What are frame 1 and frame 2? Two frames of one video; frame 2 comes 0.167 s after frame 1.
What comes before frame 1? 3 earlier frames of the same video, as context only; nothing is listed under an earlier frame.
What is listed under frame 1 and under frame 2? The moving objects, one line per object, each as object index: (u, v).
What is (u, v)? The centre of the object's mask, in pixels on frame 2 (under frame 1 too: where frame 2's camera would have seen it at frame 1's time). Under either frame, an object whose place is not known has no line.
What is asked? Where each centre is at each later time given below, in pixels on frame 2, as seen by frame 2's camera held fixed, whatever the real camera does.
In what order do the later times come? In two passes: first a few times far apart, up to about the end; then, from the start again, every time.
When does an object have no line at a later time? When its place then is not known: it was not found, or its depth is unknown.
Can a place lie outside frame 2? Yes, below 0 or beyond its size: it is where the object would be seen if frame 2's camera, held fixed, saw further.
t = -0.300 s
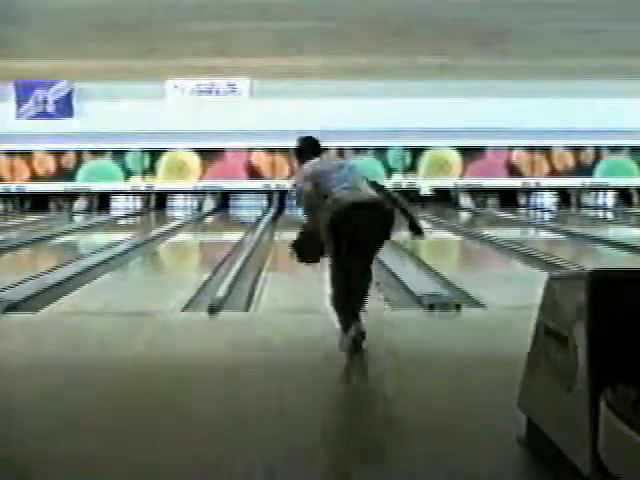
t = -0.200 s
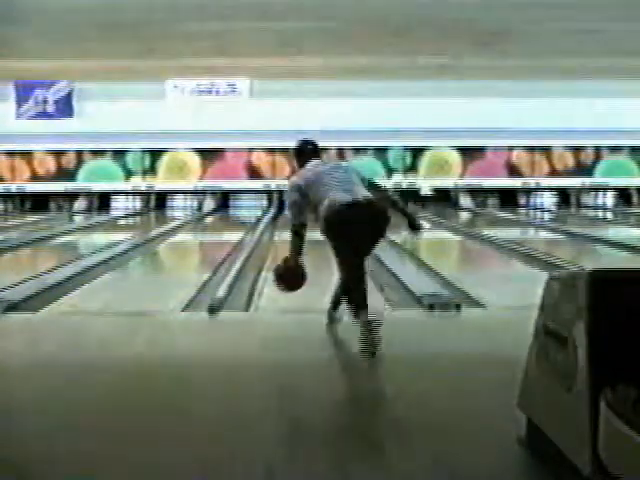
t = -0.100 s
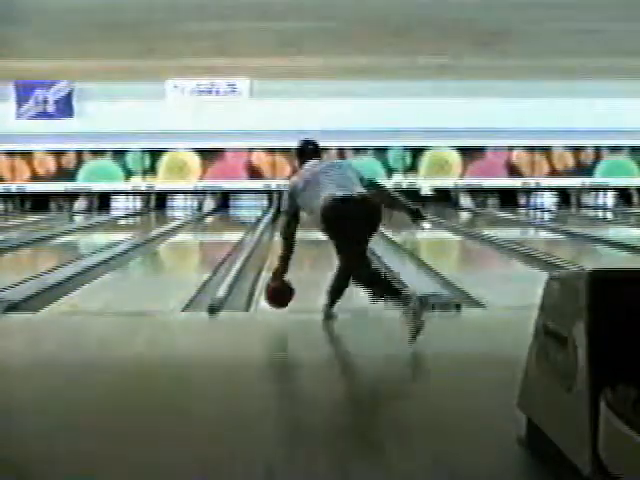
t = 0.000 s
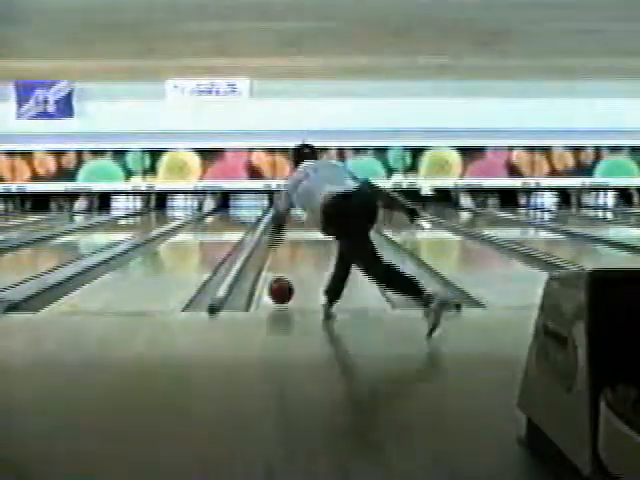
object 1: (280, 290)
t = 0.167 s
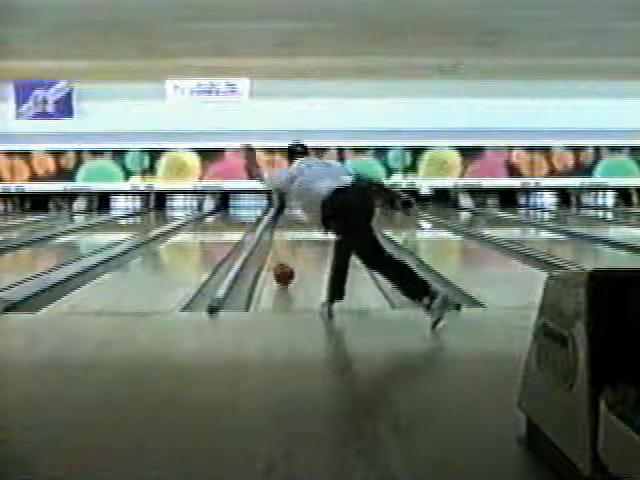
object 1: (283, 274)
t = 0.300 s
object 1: (285, 265)
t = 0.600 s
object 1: (289, 246)
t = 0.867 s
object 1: (294, 240)
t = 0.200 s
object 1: (283, 271)
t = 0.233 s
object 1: (284, 268)
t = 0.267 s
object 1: (285, 265)
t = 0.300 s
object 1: (285, 265)
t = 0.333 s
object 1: (287, 258)
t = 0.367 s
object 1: (287, 257)
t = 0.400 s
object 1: (287, 256)
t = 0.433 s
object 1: (287, 254)
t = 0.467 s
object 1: (288, 255)
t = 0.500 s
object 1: (288, 253)
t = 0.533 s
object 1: (288, 250)
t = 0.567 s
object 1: (289, 247)
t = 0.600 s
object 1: (289, 246)
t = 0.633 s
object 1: (290, 244)
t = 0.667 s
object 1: (290, 243)
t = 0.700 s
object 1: (291, 242)
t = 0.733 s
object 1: (290, 240)
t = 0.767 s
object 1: (290, 239)
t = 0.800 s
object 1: (291, 238)
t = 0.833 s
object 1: (293, 239)
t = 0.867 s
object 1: (294, 240)
